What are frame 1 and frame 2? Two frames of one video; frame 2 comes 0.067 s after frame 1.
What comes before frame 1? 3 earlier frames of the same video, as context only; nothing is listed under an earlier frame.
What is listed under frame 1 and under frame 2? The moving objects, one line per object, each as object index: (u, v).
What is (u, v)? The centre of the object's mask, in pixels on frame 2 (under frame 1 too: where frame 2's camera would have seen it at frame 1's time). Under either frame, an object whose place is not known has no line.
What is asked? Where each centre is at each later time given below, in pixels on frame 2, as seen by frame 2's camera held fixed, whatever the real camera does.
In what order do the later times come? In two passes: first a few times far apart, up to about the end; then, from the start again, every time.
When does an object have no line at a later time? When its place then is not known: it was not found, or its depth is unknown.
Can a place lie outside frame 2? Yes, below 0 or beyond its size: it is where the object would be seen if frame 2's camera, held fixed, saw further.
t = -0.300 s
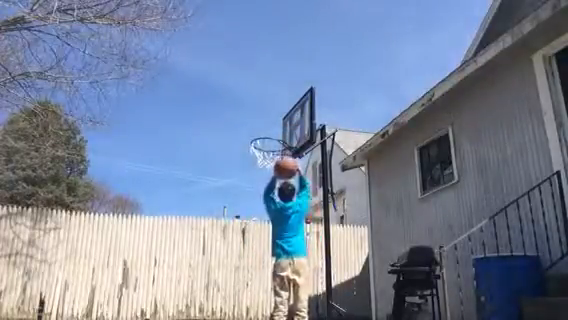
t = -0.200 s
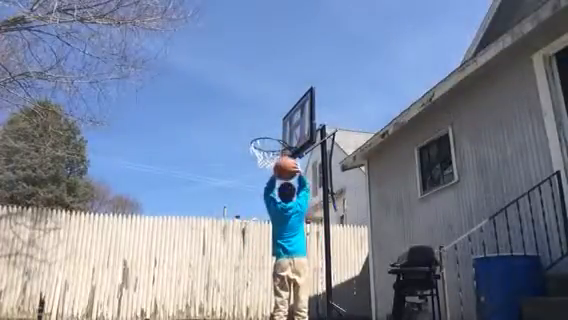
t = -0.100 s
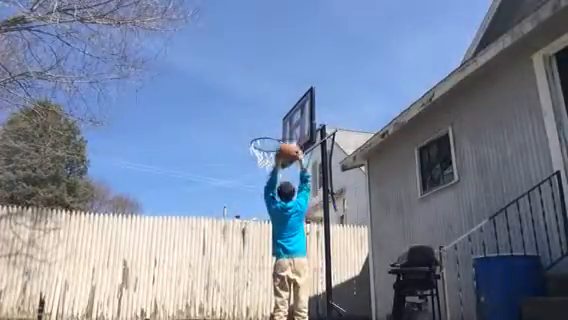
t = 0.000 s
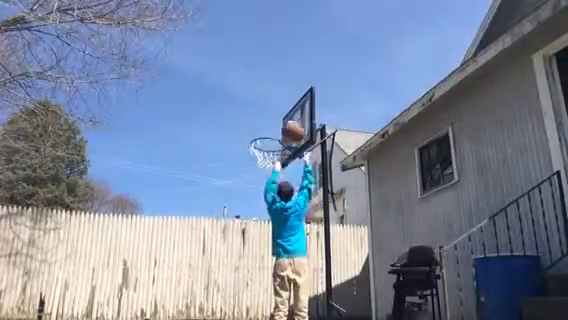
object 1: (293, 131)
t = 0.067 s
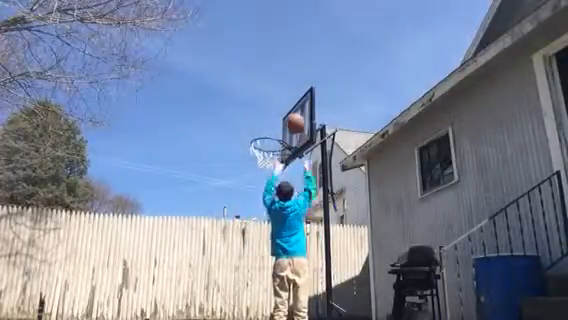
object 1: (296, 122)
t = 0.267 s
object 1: (290, 118)
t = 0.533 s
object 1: (267, 145)
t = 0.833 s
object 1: (268, 155)
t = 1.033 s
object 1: (274, 167)
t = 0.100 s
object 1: (296, 120)
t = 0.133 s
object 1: (296, 119)
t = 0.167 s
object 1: (297, 118)
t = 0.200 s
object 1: (297, 118)
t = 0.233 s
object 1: (294, 118)
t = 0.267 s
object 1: (290, 118)
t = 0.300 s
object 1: (288, 119)
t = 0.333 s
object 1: (284, 122)
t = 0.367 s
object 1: (281, 124)
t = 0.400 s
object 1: (279, 127)
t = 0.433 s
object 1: (275, 133)
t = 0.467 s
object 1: (272, 137)
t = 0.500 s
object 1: (268, 144)
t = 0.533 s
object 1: (267, 145)
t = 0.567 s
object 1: (267, 146)
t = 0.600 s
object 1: (265, 149)
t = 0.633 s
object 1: (263, 151)
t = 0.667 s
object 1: (262, 153)
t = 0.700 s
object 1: (262, 154)
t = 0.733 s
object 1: (263, 153)
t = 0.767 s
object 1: (266, 153)
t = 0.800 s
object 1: (266, 154)
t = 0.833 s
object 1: (268, 155)
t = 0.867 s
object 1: (271, 158)
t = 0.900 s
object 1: (272, 158)
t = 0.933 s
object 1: (273, 161)
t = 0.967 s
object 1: (274, 162)
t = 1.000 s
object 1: (273, 164)
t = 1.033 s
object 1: (274, 167)
